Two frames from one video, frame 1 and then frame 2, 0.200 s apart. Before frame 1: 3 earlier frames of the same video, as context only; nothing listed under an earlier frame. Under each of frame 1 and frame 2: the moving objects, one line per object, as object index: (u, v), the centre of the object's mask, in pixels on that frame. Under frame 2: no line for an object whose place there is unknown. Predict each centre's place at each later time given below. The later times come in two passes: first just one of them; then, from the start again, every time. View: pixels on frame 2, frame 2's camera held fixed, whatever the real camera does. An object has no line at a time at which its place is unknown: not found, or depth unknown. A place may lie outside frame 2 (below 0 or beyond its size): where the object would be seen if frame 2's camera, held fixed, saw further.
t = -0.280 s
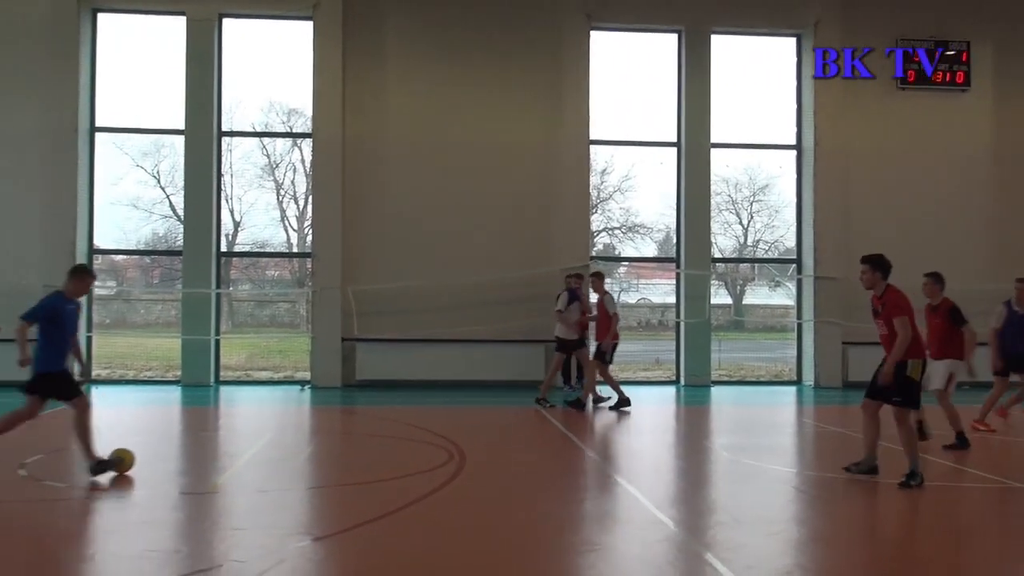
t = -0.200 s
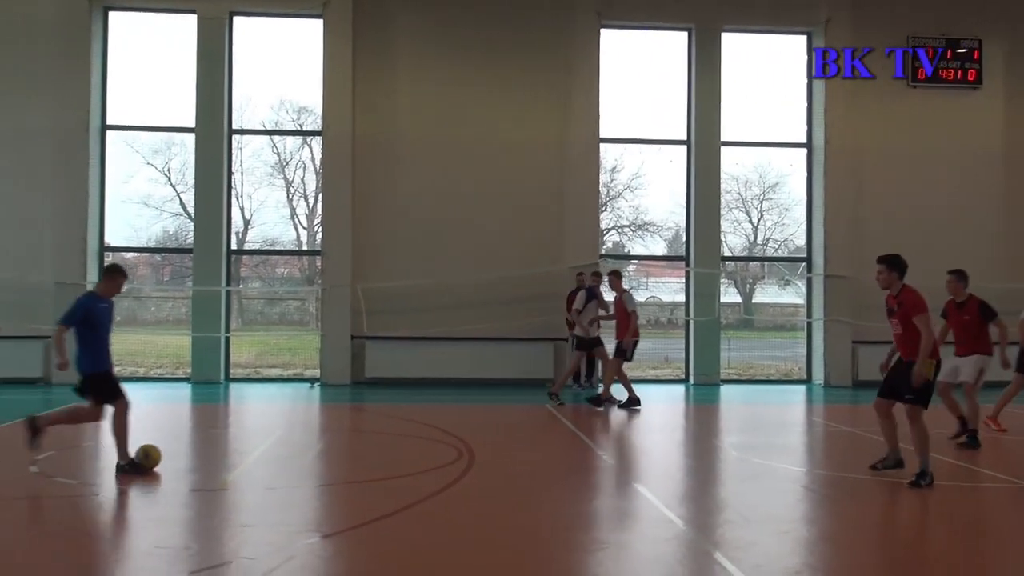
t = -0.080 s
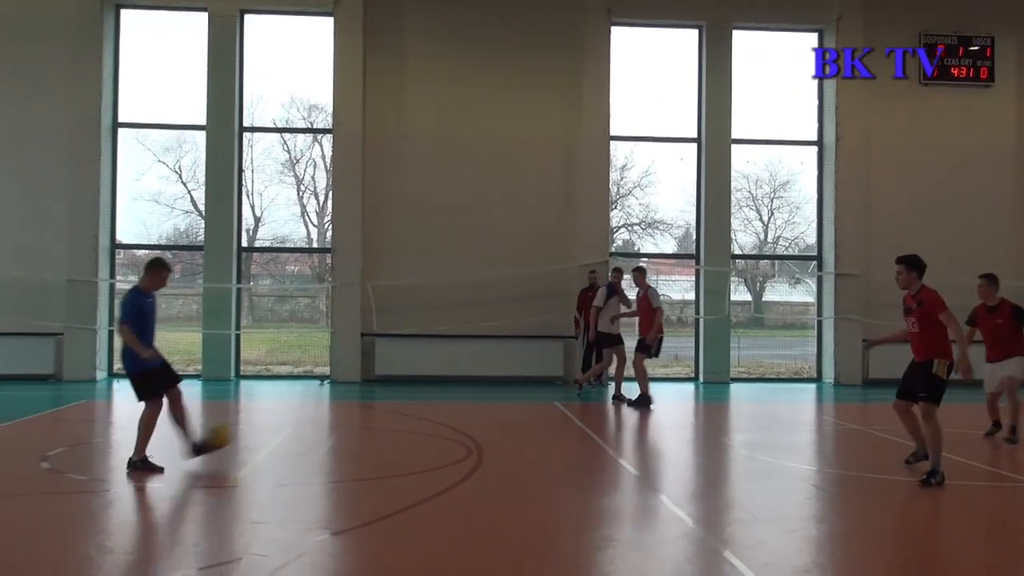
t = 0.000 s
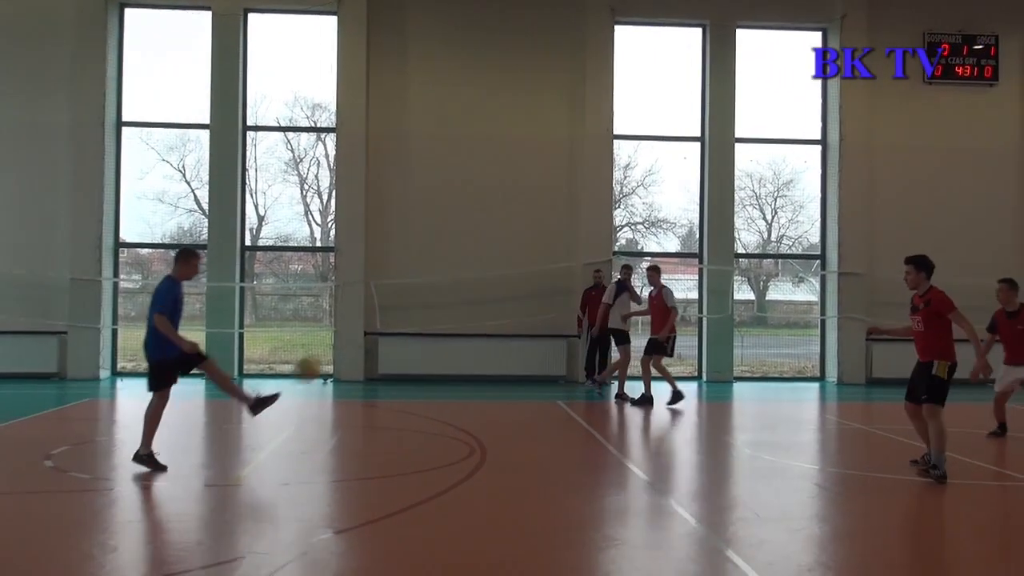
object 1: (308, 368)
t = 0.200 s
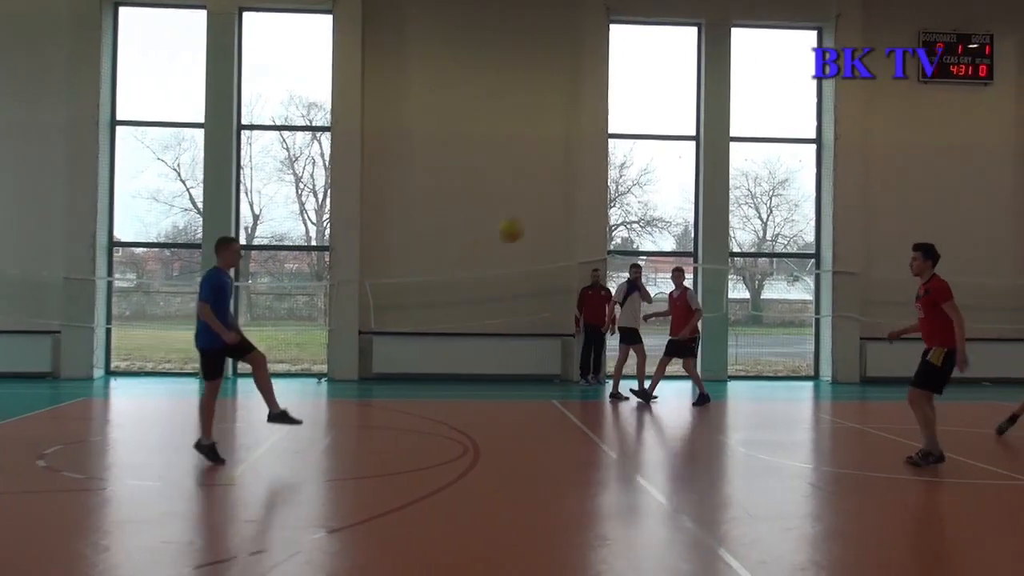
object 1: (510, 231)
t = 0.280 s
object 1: (595, 188)
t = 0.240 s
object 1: (553, 208)
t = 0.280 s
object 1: (595, 188)
